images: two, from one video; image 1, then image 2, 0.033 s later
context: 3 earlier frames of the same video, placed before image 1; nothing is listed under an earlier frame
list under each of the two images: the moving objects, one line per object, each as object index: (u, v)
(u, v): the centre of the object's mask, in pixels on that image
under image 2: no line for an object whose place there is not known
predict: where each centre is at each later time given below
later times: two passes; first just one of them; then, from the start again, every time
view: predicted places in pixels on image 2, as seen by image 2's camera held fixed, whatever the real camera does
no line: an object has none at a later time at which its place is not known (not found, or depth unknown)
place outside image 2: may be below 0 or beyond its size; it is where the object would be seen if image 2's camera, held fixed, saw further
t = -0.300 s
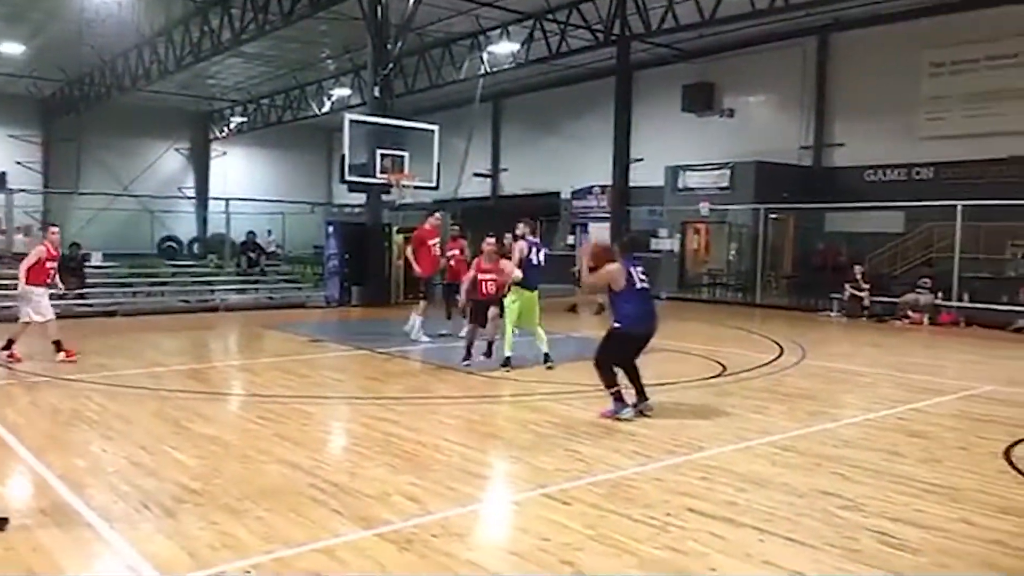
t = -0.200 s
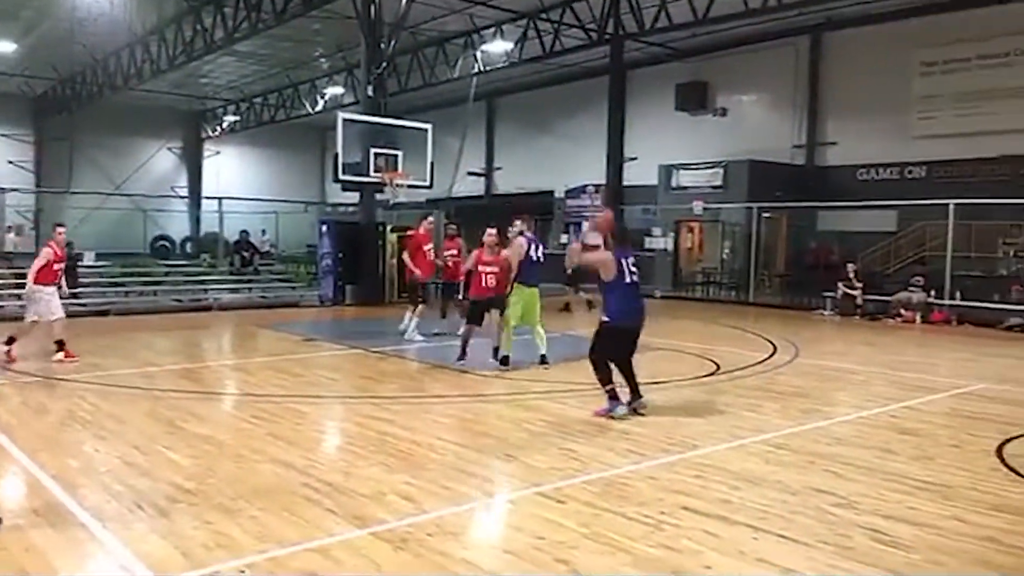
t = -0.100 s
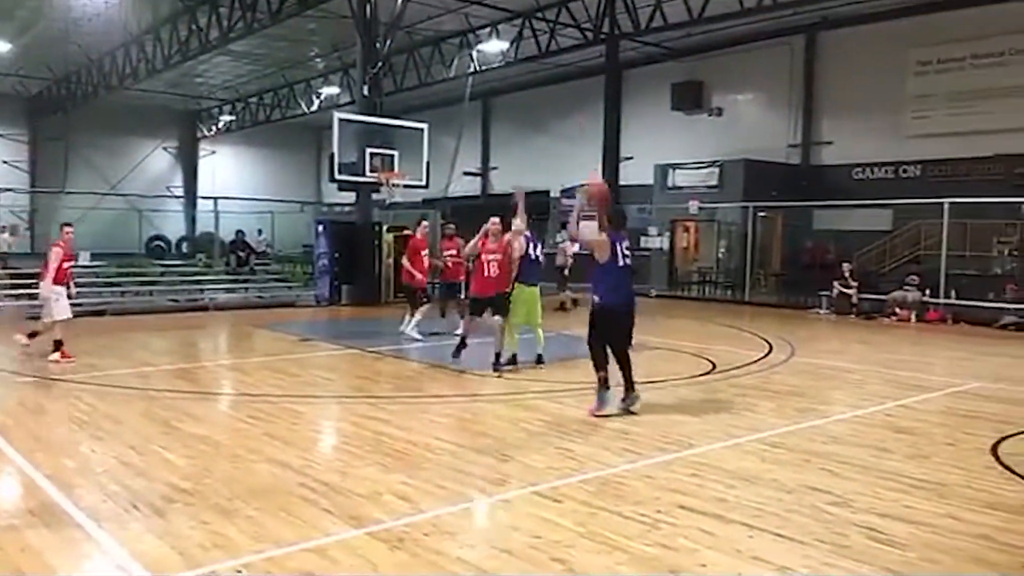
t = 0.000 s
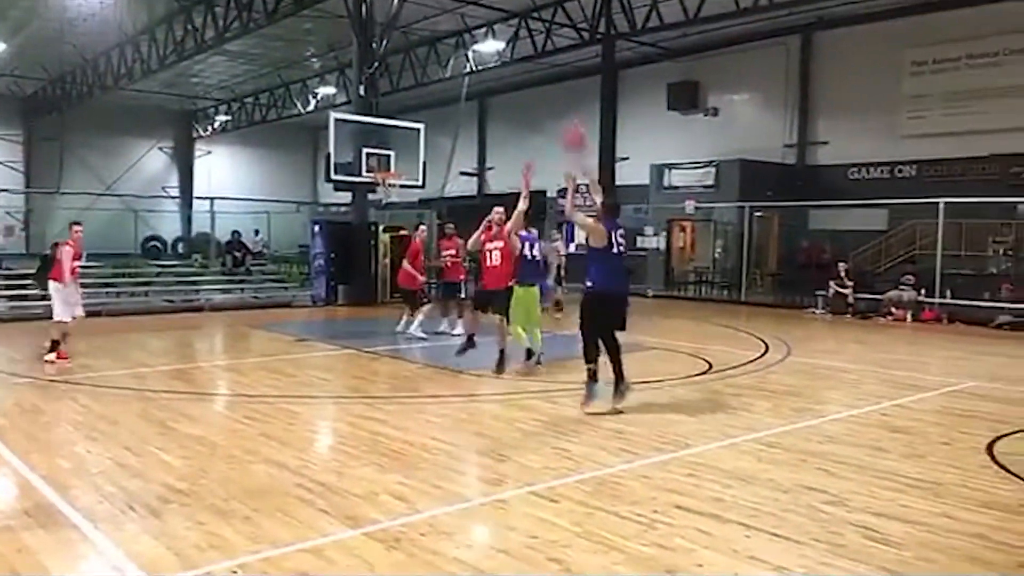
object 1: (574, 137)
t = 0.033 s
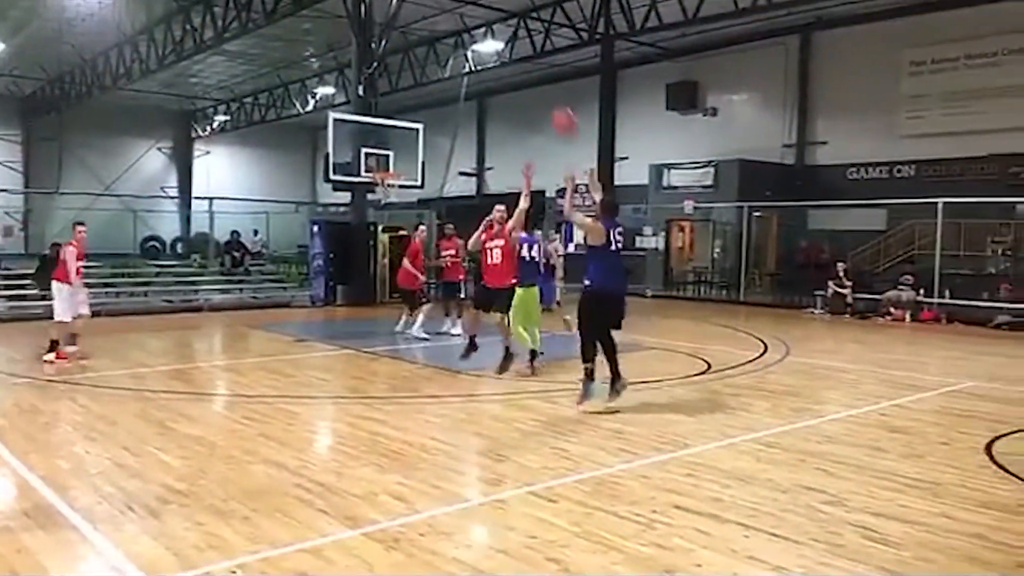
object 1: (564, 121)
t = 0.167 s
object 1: (531, 67)
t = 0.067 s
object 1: (554, 104)
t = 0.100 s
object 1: (546, 90)
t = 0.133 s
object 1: (538, 78)
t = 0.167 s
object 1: (531, 67)
